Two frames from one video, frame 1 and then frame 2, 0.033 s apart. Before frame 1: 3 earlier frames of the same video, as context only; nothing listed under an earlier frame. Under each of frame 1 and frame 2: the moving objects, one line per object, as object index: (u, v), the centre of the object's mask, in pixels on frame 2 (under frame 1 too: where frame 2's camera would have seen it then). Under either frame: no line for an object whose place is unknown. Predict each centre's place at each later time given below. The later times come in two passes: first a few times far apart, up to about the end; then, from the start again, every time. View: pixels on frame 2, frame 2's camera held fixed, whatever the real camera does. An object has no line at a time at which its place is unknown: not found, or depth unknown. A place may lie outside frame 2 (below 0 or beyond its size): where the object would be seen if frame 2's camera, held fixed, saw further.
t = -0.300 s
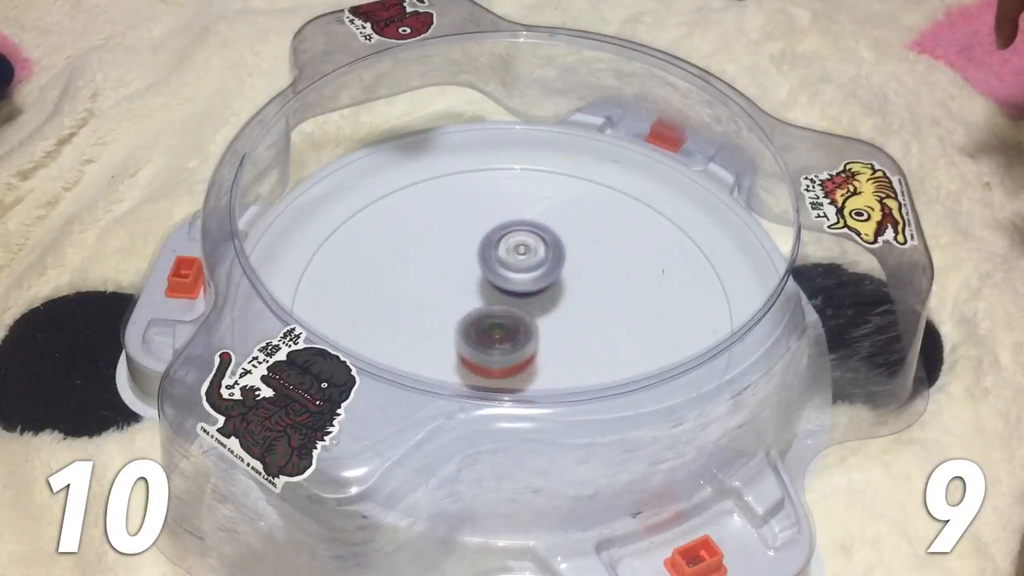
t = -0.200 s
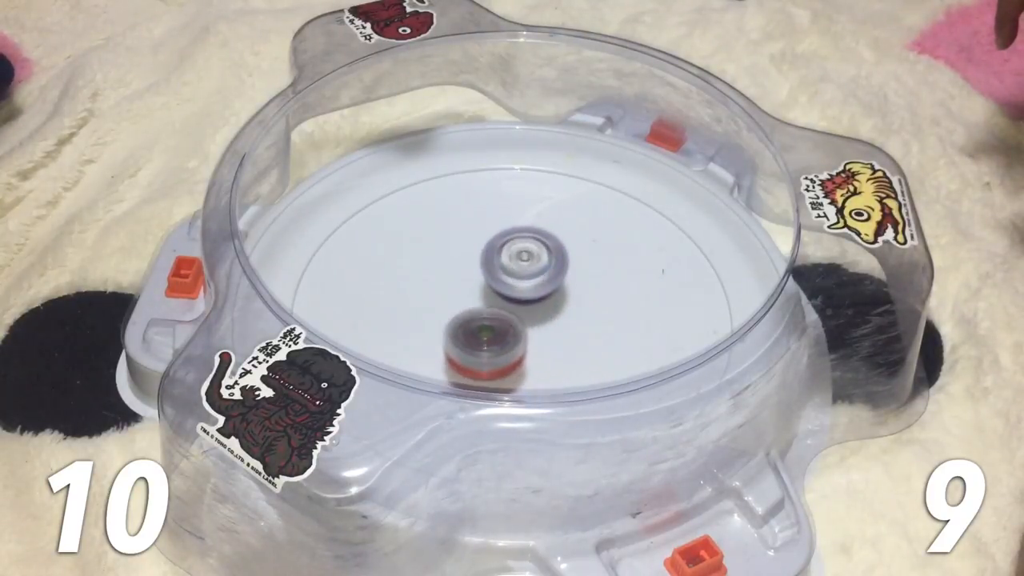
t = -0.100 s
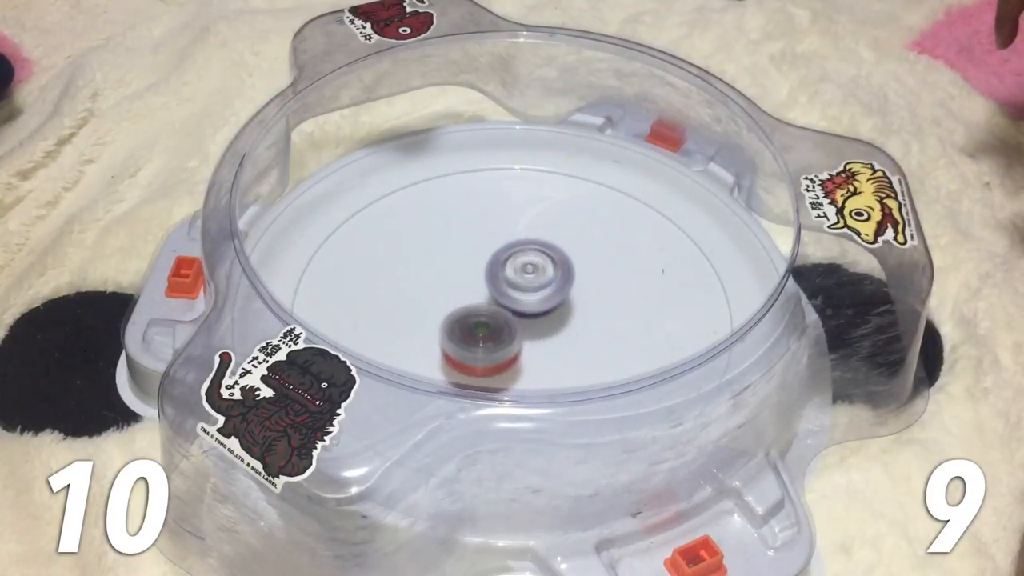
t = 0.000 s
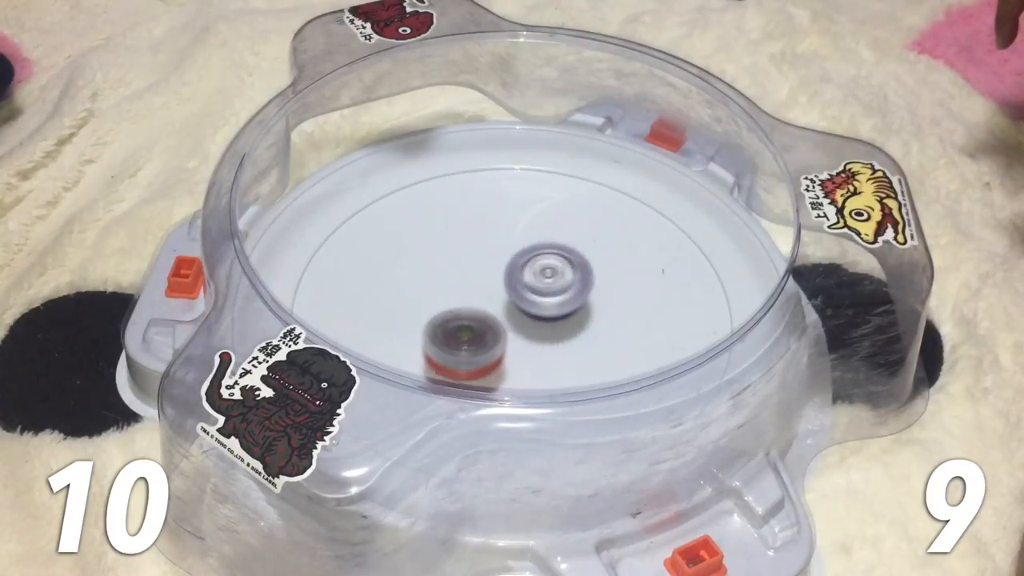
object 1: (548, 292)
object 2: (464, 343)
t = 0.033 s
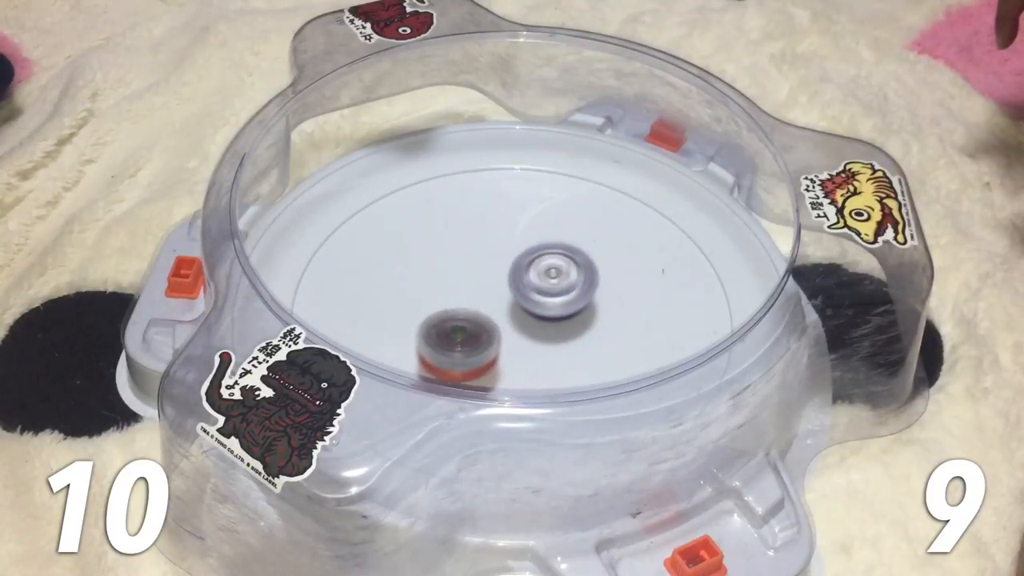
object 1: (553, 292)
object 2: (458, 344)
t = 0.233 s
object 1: (550, 299)
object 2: (435, 342)
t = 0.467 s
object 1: (538, 319)
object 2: (439, 324)
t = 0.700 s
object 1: (541, 340)
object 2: (449, 292)
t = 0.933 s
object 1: (522, 345)
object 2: (461, 258)
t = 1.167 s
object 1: (490, 343)
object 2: (481, 241)
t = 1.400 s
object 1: (464, 337)
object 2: (511, 245)
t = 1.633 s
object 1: (458, 325)
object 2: (543, 260)
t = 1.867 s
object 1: (465, 306)
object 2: (567, 281)
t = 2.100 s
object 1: (482, 289)
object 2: (577, 303)
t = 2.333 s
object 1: (499, 277)
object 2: (566, 325)
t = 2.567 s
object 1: (521, 270)
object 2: (533, 338)
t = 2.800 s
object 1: (541, 282)
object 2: (500, 343)
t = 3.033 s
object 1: (548, 299)
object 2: (474, 334)
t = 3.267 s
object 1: (551, 306)
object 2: (453, 322)
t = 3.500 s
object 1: (549, 317)
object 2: (446, 296)
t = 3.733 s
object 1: (536, 325)
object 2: (435, 267)
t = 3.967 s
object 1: (514, 328)
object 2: (445, 254)
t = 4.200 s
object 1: (495, 326)
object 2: (476, 248)
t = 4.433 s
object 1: (483, 324)
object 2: (516, 252)
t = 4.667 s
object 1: (482, 315)
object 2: (551, 262)
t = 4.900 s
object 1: (471, 307)
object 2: (583, 276)
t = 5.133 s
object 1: (483, 299)
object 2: (584, 301)
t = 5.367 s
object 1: (499, 291)
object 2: (567, 335)
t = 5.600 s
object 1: (517, 284)
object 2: (542, 355)
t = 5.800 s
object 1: (529, 283)
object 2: (510, 352)
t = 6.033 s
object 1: (540, 293)
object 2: (467, 334)
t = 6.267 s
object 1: (543, 296)
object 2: (439, 307)
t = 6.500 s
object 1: (533, 303)
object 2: (437, 280)
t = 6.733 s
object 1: (519, 312)
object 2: (452, 254)
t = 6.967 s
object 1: (503, 322)
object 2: (482, 243)
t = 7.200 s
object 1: (491, 325)
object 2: (529, 251)
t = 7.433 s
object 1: (485, 318)
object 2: (569, 271)
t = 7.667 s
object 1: (483, 309)
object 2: (585, 299)
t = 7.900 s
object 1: (491, 298)
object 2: (574, 331)
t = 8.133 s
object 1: (504, 288)
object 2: (542, 352)
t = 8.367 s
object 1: (525, 288)
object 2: (495, 351)
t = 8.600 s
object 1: (536, 295)
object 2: (454, 338)
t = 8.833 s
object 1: (534, 305)
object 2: (439, 309)
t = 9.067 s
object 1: (534, 317)
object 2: (440, 273)
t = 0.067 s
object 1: (555, 292)
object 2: (452, 345)
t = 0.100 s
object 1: (556, 293)
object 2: (447, 345)
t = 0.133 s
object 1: (554, 294)
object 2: (443, 345)
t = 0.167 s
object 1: (553, 295)
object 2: (440, 344)
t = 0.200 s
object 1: (552, 297)
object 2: (437, 343)
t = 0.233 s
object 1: (550, 299)
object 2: (435, 342)
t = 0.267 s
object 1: (548, 302)
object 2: (434, 340)
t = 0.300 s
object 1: (546, 305)
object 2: (433, 338)
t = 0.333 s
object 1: (544, 308)
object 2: (434, 336)
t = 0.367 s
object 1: (542, 310)
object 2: (435, 334)
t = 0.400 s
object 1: (540, 313)
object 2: (436, 331)
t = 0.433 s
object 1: (539, 316)
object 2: (438, 328)
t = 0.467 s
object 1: (538, 319)
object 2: (439, 324)
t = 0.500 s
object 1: (537, 323)
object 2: (440, 321)
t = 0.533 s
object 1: (537, 326)
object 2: (443, 317)
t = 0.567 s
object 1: (537, 330)
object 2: (445, 312)
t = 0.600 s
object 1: (540, 333)
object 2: (444, 307)
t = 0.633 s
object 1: (541, 336)
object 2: (445, 301)
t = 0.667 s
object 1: (542, 338)
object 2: (447, 297)
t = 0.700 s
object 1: (541, 340)
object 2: (449, 292)
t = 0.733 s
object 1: (540, 341)
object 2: (450, 286)
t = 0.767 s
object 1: (538, 342)
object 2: (452, 281)
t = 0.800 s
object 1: (536, 343)
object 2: (454, 276)
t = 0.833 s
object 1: (533, 343)
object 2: (455, 271)
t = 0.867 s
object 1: (530, 344)
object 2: (457, 266)
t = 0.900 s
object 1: (526, 345)
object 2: (459, 262)
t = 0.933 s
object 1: (522, 345)
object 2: (461, 258)
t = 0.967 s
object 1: (518, 345)
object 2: (463, 255)
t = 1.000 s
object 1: (513, 345)
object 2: (466, 251)
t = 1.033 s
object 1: (508, 345)
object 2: (468, 248)
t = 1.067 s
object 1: (504, 345)
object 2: (471, 245)
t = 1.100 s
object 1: (499, 344)
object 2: (474, 243)
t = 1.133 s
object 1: (495, 344)
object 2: (477, 242)
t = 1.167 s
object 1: (490, 343)
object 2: (481, 241)
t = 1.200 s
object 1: (486, 342)
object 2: (485, 241)
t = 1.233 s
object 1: (481, 341)
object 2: (489, 241)
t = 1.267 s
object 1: (477, 340)
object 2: (493, 241)
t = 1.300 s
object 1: (473, 339)
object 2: (497, 242)
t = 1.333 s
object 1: (470, 339)
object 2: (501, 243)
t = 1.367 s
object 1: (467, 338)
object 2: (506, 244)
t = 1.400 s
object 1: (464, 337)
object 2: (511, 245)
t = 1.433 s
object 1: (462, 335)
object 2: (515, 247)
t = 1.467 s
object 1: (461, 334)
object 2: (520, 249)
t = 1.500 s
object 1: (459, 332)
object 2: (525, 251)
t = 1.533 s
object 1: (458, 331)
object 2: (530, 253)
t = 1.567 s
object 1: (458, 329)
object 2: (534, 255)
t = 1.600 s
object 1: (458, 327)
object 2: (539, 257)
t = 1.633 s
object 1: (458, 325)
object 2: (543, 260)
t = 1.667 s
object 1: (458, 322)
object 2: (547, 262)
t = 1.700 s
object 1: (458, 320)
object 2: (550, 266)
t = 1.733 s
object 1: (459, 317)
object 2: (554, 269)
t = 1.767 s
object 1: (460, 314)
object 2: (557, 272)
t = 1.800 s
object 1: (461, 311)
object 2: (561, 275)
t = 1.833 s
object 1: (463, 309)
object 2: (564, 278)
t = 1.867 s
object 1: (465, 306)
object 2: (567, 281)
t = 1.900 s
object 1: (467, 303)
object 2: (570, 284)
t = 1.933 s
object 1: (469, 301)
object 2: (572, 287)
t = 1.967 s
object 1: (472, 298)
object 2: (574, 290)
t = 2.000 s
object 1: (474, 295)
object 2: (575, 294)
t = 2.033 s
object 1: (477, 293)
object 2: (576, 297)
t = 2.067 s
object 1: (479, 291)
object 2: (577, 300)
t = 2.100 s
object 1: (482, 289)
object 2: (577, 303)
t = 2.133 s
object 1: (484, 287)
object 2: (577, 307)
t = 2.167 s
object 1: (487, 285)
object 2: (577, 310)
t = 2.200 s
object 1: (490, 283)
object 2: (576, 313)
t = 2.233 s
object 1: (492, 282)
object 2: (574, 316)
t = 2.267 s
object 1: (494, 280)
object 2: (571, 319)
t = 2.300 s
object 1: (497, 279)
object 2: (569, 322)
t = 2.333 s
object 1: (499, 277)
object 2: (566, 325)
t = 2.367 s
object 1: (502, 275)
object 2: (561, 327)
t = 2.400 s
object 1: (505, 274)
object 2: (557, 329)
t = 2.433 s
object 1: (507, 272)
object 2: (553, 331)
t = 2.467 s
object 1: (510, 271)
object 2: (548, 333)
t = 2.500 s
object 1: (514, 270)
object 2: (543, 335)
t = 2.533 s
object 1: (517, 270)
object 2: (539, 337)
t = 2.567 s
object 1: (521, 270)
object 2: (533, 338)
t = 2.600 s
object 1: (524, 270)
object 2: (528, 340)
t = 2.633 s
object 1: (527, 272)
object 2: (523, 341)
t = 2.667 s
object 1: (530, 273)
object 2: (518, 342)
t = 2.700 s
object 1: (533, 275)
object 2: (513, 343)
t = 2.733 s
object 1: (536, 277)
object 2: (509, 344)
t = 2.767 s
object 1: (538, 280)
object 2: (504, 344)
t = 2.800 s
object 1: (541, 282)
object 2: (500, 343)
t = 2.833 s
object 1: (542, 284)
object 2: (496, 343)
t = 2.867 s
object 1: (544, 287)
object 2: (492, 342)
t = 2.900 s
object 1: (545, 289)
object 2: (488, 340)
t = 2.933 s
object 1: (546, 291)
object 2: (485, 339)
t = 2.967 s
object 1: (547, 294)
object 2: (482, 337)
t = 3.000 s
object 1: (547, 297)
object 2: (479, 335)
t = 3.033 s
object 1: (548, 299)
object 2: (474, 334)
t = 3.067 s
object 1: (550, 299)
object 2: (467, 334)
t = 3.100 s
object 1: (552, 300)
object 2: (462, 333)
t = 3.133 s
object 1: (552, 301)
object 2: (458, 332)
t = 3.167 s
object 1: (553, 302)
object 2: (455, 330)
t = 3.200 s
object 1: (553, 303)
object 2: (454, 328)
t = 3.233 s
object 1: (552, 304)
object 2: (453, 325)
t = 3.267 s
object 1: (551, 306)
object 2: (453, 322)
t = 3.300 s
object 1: (550, 307)
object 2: (453, 318)
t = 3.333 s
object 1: (549, 309)
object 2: (454, 315)
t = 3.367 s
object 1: (548, 311)
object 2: (455, 311)
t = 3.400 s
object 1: (546, 313)
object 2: (456, 308)
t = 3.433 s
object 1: (548, 315)
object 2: (453, 304)
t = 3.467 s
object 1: (550, 316)
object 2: (449, 300)
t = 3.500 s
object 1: (549, 317)
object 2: (446, 296)
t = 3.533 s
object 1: (548, 318)
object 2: (443, 291)
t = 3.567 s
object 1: (547, 319)
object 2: (441, 287)
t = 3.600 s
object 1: (545, 321)
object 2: (439, 283)
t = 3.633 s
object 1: (543, 322)
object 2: (437, 279)
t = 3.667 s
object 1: (541, 323)
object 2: (436, 274)
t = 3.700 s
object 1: (539, 324)
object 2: (435, 271)
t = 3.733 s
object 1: (536, 325)
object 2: (435, 267)
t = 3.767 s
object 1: (533, 326)
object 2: (435, 265)
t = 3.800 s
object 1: (530, 326)
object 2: (435, 262)
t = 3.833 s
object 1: (527, 327)
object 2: (436, 260)
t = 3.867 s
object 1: (524, 327)
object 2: (438, 258)
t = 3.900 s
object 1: (521, 327)
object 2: (440, 256)
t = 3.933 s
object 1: (518, 328)
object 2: (442, 255)
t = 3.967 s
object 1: (514, 328)
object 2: (445, 254)
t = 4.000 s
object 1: (511, 328)
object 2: (448, 253)
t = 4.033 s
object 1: (508, 328)
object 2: (452, 252)
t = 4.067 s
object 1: (505, 327)
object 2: (456, 251)
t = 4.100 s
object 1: (503, 327)
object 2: (460, 251)
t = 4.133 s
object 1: (500, 326)
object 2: (465, 251)
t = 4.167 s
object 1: (497, 325)
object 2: (470, 250)
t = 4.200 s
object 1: (495, 326)
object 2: (476, 248)
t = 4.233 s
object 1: (493, 327)
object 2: (481, 247)
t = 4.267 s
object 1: (490, 327)
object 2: (486, 247)
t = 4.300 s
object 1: (489, 327)
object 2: (491, 247)
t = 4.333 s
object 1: (487, 326)
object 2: (497, 248)
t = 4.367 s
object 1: (485, 326)
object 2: (504, 249)
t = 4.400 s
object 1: (484, 325)
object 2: (510, 251)
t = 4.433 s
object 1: (483, 324)
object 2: (516, 252)
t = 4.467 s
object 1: (482, 324)
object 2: (522, 253)
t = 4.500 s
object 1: (482, 322)
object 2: (528, 254)
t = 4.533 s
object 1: (481, 321)
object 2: (533, 255)
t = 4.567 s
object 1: (481, 319)
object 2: (538, 256)
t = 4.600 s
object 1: (481, 318)
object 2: (543, 258)
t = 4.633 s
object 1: (482, 316)
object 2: (547, 260)
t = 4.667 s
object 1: (482, 315)
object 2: (551, 262)
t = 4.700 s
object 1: (483, 313)
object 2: (555, 265)
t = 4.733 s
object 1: (483, 311)
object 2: (559, 267)
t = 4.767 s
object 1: (478, 311)
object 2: (566, 268)
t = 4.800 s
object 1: (475, 310)
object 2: (573, 270)
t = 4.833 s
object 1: (472, 309)
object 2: (577, 271)
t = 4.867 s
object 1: (471, 308)
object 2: (581, 273)
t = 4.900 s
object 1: (471, 307)
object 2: (583, 276)
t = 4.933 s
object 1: (472, 306)
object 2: (585, 279)
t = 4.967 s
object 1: (473, 305)
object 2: (586, 282)
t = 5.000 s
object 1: (475, 304)
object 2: (587, 285)
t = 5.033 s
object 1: (477, 303)
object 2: (587, 289)
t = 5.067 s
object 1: (479, 302)
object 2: (586, 293)
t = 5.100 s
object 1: (481, 300)
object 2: (586, 297)
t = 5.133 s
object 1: (483, 299)
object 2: (584, 301)
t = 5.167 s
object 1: (486, 298)
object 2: (581, 306)
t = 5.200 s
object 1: (489, 297)
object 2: (579, 310)
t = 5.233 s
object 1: (491, 296)
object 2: (576, 315)
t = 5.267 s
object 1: (494, 295)
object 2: (574, 320)
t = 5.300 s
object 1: (495, 293)
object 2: (572, 325)
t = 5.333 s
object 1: (497, 292)
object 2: (570, 331)
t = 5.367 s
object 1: (499, 291)
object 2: (567, 335)
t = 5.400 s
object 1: (501, 290)
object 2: (564, 340)
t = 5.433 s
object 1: (503, 288)
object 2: (561, 344)
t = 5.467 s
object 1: (506, 287)
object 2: (558, 348)
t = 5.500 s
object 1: (509, 286)
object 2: (554, 351)
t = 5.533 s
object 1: (512, 286)
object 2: (551, 353)
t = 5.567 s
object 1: (514, 285)
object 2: (547, 355)
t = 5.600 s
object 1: (517, 284)
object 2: (542, 355)
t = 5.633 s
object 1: (519, 283)
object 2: (538, 356)
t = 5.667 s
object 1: (521, 283)
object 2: (533, 356)
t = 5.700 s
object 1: (523, 283)
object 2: (528, 356)
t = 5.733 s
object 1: (524, 282)
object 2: (522, 355)
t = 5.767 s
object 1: (527, 282)
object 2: (517, 354)
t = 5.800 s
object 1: (529, 283)
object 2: (510, 352)
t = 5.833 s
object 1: (531, 283)
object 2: (505, 350)
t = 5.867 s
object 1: (533, 284)
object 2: (499, 347)
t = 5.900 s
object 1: (535, 286)
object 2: (493, 344)
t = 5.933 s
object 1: (536, 288)
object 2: (487, 342)
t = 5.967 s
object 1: (537, 290)
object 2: (481, 338)
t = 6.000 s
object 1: (538, 292)
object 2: (476, 335)
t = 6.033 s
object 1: (540, 293)
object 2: (467, 334)
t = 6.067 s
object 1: (541, 293)
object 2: (461, 331)
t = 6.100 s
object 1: (542, 293)
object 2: (456, 328)
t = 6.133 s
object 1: (543, 294)
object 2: (451, 324)
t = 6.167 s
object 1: (543, 294)
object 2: (448, 320)
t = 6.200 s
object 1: (543, 295)
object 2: (445, 316)
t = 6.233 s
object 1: (543, 295)
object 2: (442, 311)
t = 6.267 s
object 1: (543, 296)
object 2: (439, 307)
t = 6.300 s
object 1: (542, 297)
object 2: (437, 303)
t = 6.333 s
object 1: (541, 298)
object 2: (435, 299)
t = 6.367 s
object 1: (540, 298)
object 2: (434, 295)
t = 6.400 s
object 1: (538, 299)
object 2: (434, 291)
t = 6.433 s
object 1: (537, 300)
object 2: (434, 287)
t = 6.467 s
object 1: (535, 301)
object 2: (436, 284)
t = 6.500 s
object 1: (533, 303)
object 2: (437, 280)
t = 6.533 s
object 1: (530, 304)
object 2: (439, 275)
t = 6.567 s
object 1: (528, 305)
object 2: (441, 271)
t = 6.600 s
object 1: (526, 306)
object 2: (444, 268)
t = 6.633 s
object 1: (525, 308)
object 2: (444, 263)
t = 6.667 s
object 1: (524, 309)
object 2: (445, 259)
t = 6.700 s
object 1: (521, 311)
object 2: (448, 257)
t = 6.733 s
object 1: (519, 312)
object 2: (452, 254)
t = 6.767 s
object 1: (517, 313)
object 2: (455, 252)
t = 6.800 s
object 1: (514, 315)
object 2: (458, 249)
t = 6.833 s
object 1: (512, 316)
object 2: (463, 247)
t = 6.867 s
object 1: (509, 317)
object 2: (467, 246)
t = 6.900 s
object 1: (507, 319)
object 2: (472, 244)
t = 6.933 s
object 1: (505, 321)
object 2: (477, 243)
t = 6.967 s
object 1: (503, 322)
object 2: (482, 243)
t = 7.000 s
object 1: (501, 323)
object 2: (489, 242)
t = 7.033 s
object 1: (499, 324)
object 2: (495, 243)
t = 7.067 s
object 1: (497, 325)
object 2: (502, 244)
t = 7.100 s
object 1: (495, 326)
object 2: (509, 246)
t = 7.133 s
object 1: (494, 325)
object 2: (516, 248)
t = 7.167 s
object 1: (493, 325)
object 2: (522, 249)
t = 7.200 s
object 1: (491, 325)
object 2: (529, 251)
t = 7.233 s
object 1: (490, 324)
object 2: (536, 253)
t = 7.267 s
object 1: (489, 324)
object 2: (542, 255)
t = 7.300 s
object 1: (489, 323)
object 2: (548, 258)
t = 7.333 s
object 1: (487, 322)
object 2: (554, 261)
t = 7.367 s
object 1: (486, 321)
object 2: (559, 264)
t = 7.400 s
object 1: (486, 319)
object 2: (564, 268)
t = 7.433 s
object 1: (485, 318)
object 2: (569, 271)
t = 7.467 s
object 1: (484, 317)
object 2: (572, 275)
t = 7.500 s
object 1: (484, 315)
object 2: (576, 278)
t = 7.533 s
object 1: (483, 314)
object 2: (578, 282)
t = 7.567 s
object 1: (483, 313)
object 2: (581, 286)
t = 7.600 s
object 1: (483, 312)
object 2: (583, 290)
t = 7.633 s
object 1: (483, 310)
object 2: (584, 295)
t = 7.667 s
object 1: (483, 309)
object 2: (585, 299)
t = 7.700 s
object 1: (484, 307)
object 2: (586, 304)
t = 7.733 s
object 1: (485, 306)
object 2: (586, 308)
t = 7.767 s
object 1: (486, 304)
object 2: (584, 313)
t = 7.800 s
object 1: (488, 303)
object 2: (582, 317)
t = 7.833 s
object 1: (489, 301)
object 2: (580, 322)
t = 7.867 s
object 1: (490, 300)
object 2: (577, 327)
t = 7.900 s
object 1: (491, 298)
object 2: (574, 331)
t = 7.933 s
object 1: (493, 297)
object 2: (571, 335)
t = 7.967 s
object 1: (494, 296)
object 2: (567, 339)
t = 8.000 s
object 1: (496, 294)
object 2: (563, 343)
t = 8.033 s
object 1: (498, 293)
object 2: (558, 346)
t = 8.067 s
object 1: (500, 291)
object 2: (553, 348)
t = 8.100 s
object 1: (502, 290)
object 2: (548, 350)
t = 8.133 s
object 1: (504, 288)
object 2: (542, 352)
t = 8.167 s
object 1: (507, 287)
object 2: (536, 353)
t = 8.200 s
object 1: (510, 286)
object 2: (529, 353)
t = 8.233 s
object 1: (513, 285)
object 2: (523, 354)
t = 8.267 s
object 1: (516, 285)
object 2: (516, 353)
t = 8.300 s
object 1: (519, 285)
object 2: (509, 353)
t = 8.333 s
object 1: (523, 287)
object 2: (502, 352)
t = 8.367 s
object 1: (525, 288)
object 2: (495, 351)
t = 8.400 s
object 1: (528, 289)
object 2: (489, 348)
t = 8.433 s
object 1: (530, 291)
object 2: (481, 347)
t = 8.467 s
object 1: (532, 292)
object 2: (473, 347)
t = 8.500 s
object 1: (533, 292)
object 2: (467, 346)
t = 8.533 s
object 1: (535, 293)
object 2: (462, 344)
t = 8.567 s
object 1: (536, 294)
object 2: (457, 341)
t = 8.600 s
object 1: (536, 295)
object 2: (454, 338)
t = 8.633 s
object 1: (537, 296)
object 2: (450, 335)
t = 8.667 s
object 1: (537, 297)
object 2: (447, 331)
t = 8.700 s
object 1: (537, 299)
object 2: (444, 327)
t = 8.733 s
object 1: (537, 300)
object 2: (442, 323)
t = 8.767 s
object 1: (536, 302)
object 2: (440, 318)
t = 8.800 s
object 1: (535, 303)
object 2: (439, 314)
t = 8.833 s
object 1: (534, 305)
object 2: (439, 309)
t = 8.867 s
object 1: (533, 306)
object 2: (438, 304)
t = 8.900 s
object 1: (532, 308)
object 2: (438, 299)
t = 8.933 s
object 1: (531, 309)
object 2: (439, 294)
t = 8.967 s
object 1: (530, 310)
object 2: (440, 289)
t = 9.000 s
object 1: (530, 312)
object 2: (441, 284)
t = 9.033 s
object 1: (532, 315)
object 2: (439, 278)
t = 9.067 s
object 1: (534, 317)
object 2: (440, 273)
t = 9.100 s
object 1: (534, 319)
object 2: (441, 269)
